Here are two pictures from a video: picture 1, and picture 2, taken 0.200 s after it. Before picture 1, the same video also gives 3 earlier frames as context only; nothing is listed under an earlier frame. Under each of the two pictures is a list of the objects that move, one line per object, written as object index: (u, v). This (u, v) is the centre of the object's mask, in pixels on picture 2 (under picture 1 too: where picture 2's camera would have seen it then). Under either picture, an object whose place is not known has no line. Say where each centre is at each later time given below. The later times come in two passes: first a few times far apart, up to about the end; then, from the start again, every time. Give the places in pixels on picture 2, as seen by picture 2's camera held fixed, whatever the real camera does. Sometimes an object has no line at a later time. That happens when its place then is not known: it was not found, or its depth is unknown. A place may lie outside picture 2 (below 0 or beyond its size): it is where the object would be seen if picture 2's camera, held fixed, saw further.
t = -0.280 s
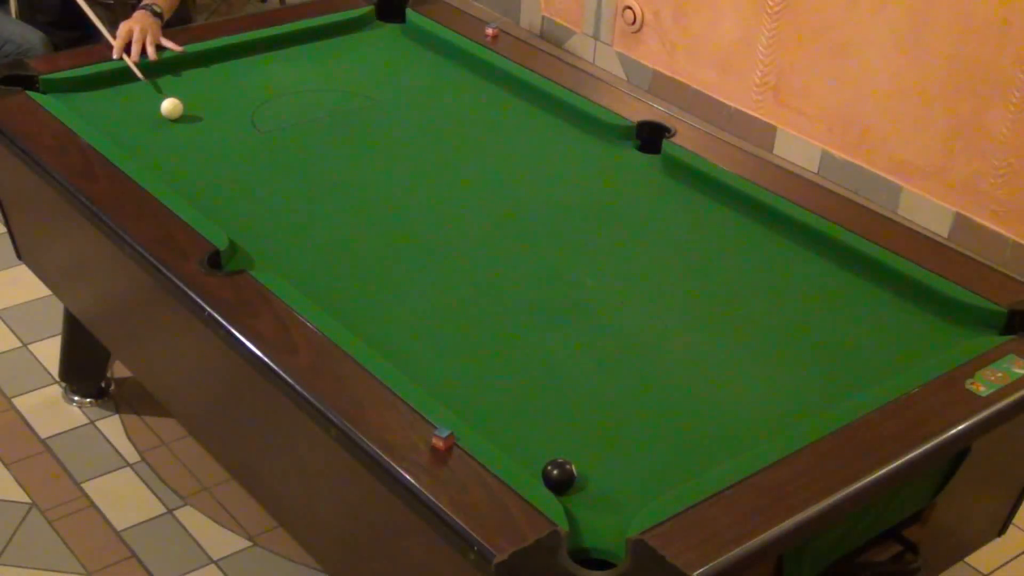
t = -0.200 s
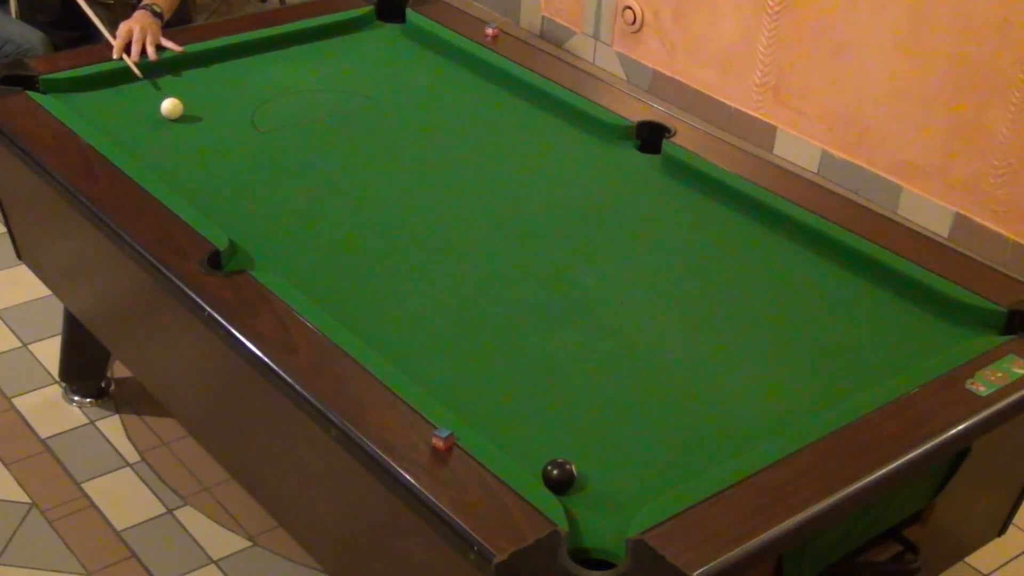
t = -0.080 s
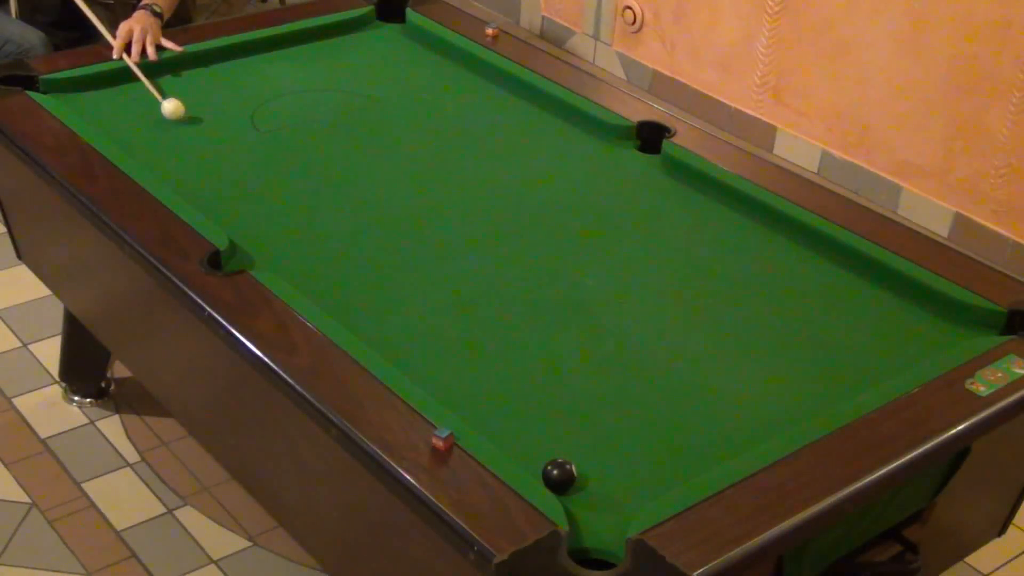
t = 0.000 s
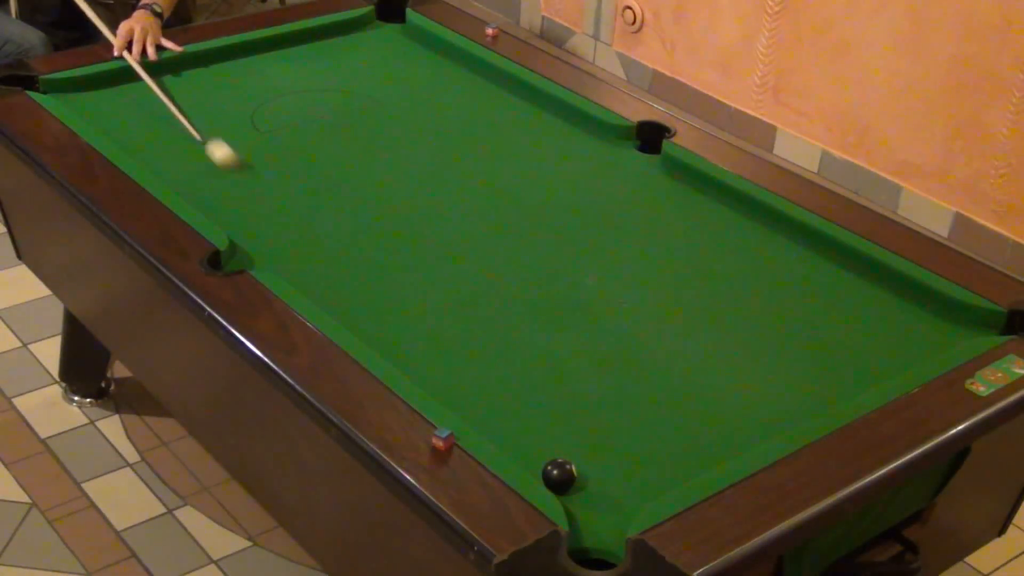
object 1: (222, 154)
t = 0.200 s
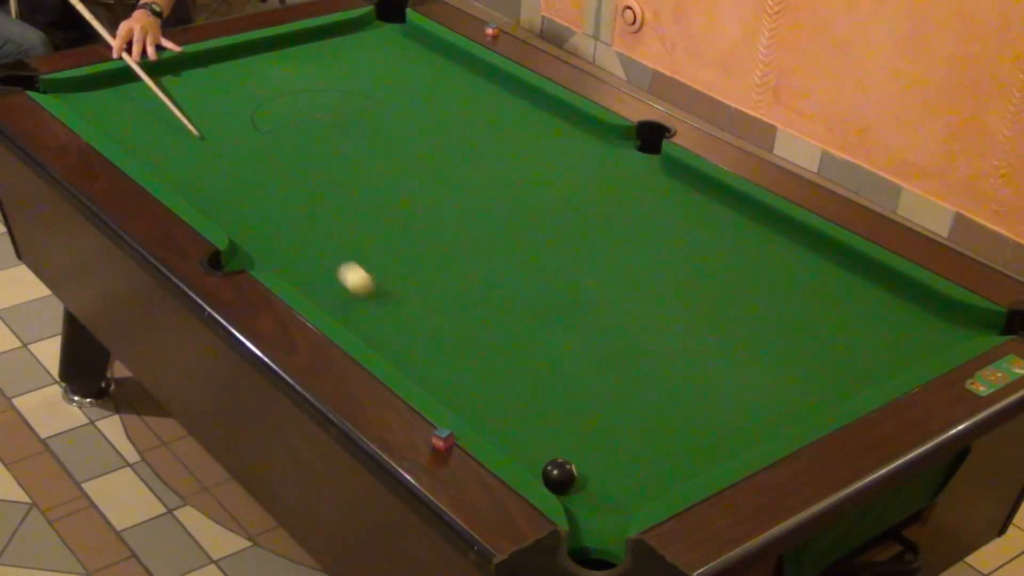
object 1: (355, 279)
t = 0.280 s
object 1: (411, 330)
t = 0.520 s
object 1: (554, 454)
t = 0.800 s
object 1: (621, 466)
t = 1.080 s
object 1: (681, 476)
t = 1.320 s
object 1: (676, 459)
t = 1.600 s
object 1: (671, 440)
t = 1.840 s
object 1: (668, 426)
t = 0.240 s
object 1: (383, 305)
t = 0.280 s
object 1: (411, 330)
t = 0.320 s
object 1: (438, 356)
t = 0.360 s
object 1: (466, 381)
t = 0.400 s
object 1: (492, 406)
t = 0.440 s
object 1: (518, 430)
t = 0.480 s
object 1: (542, 451)
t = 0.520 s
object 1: (554, 454)
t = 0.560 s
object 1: (562, 454)
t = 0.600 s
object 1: (572, 455)
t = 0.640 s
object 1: (582, 458)
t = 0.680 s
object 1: (592, 460)
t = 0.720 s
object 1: (602, 462)
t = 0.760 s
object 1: (611, 464)
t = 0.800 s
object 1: (621, 466)
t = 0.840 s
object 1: (630, 469)
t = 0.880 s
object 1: (639, 471)
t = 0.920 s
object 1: (649, 472)
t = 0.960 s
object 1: (657, 474)
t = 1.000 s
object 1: (666, 475)
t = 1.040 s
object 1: (674, 476)
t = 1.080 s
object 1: (681, 476)
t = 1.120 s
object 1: (680, 473)
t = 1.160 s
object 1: (679, 470)
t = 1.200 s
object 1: (679, 468)
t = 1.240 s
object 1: (678, 465)
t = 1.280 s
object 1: (677, 462)
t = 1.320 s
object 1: (676, 459)
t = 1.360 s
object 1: (675, 456)
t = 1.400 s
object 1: (675, 453)
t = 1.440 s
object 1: (674, 450)
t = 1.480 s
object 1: (673, 447)
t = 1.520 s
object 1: (673, 445)
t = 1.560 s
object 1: (672, 442)
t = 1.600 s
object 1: (671, 440)
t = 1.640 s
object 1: (671, 437)
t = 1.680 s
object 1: (670, 435)
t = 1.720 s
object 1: (669, 433)
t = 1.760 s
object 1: (669, 430)
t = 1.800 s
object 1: (668, 428)
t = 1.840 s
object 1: (668, 426)
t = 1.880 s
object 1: (667, 424)
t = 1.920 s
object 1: (666, 422)
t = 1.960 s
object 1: (666, 420)
